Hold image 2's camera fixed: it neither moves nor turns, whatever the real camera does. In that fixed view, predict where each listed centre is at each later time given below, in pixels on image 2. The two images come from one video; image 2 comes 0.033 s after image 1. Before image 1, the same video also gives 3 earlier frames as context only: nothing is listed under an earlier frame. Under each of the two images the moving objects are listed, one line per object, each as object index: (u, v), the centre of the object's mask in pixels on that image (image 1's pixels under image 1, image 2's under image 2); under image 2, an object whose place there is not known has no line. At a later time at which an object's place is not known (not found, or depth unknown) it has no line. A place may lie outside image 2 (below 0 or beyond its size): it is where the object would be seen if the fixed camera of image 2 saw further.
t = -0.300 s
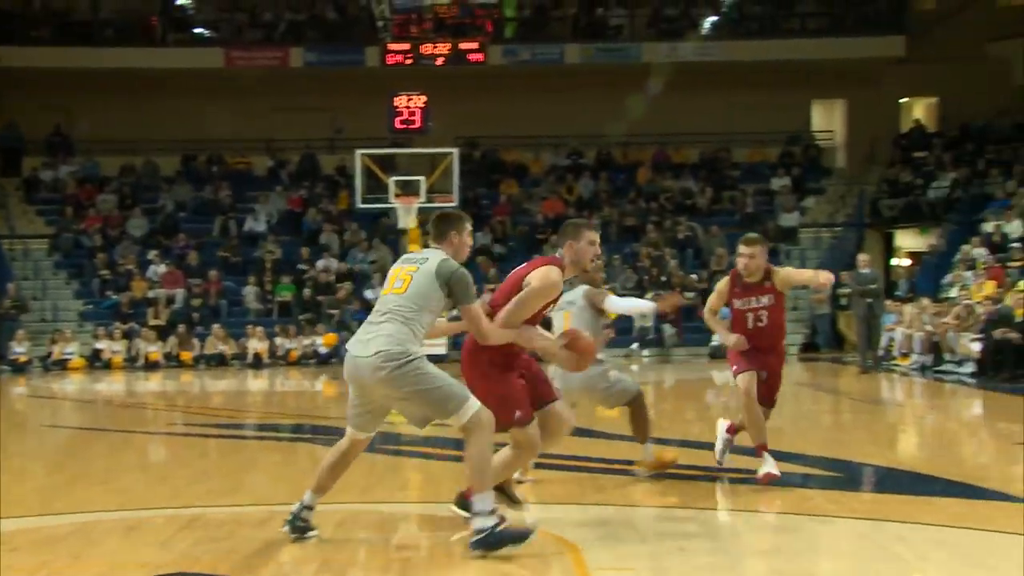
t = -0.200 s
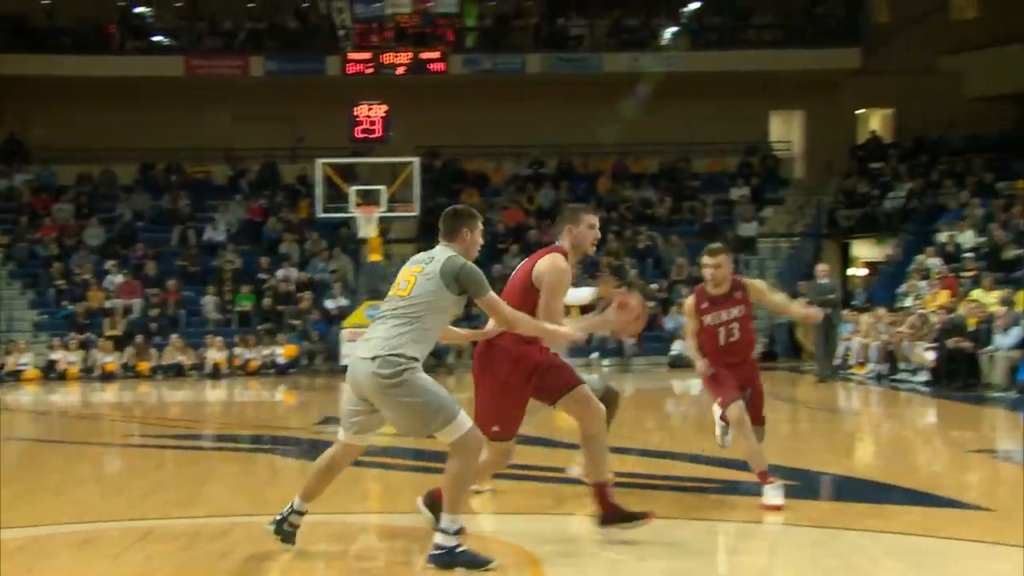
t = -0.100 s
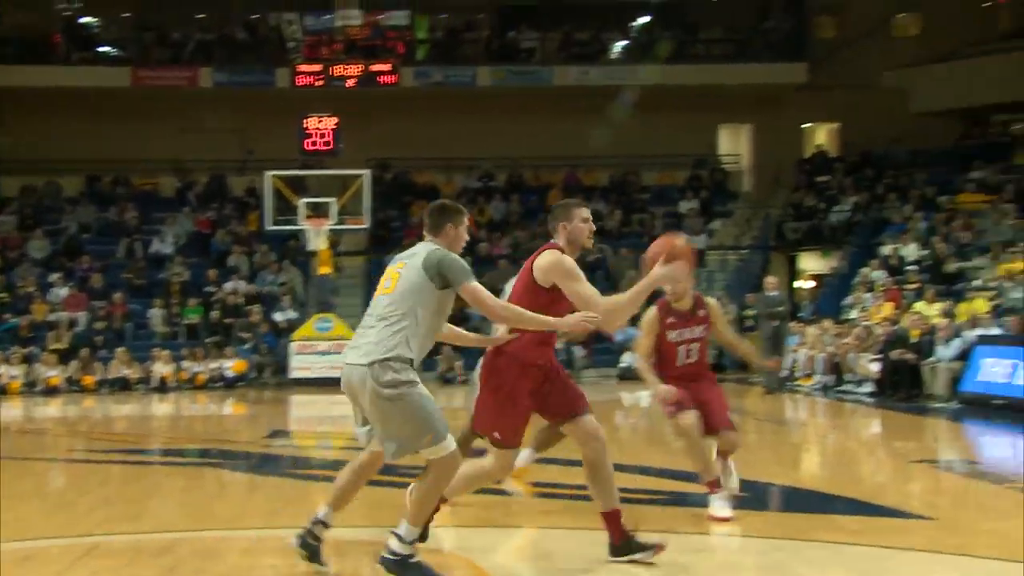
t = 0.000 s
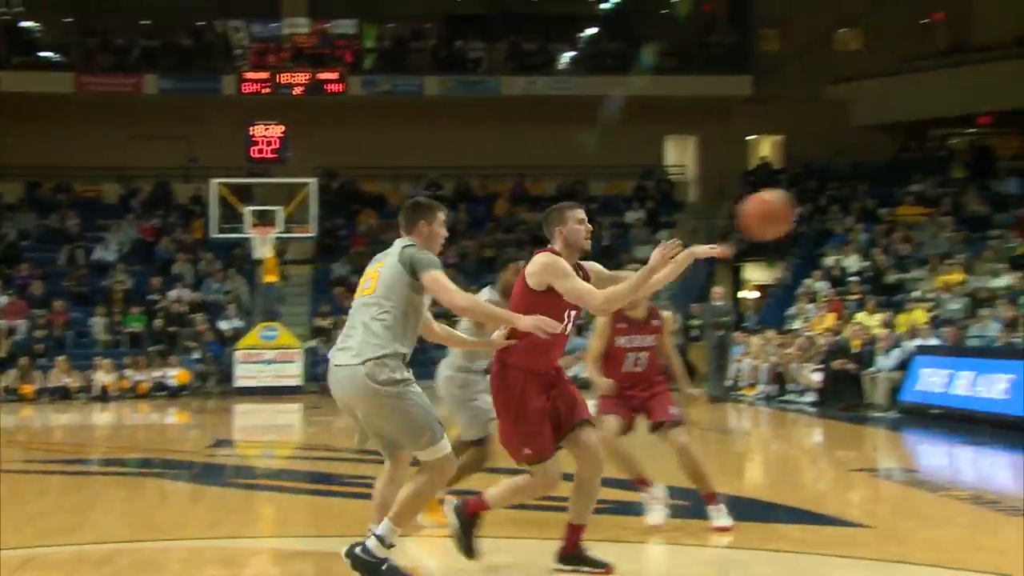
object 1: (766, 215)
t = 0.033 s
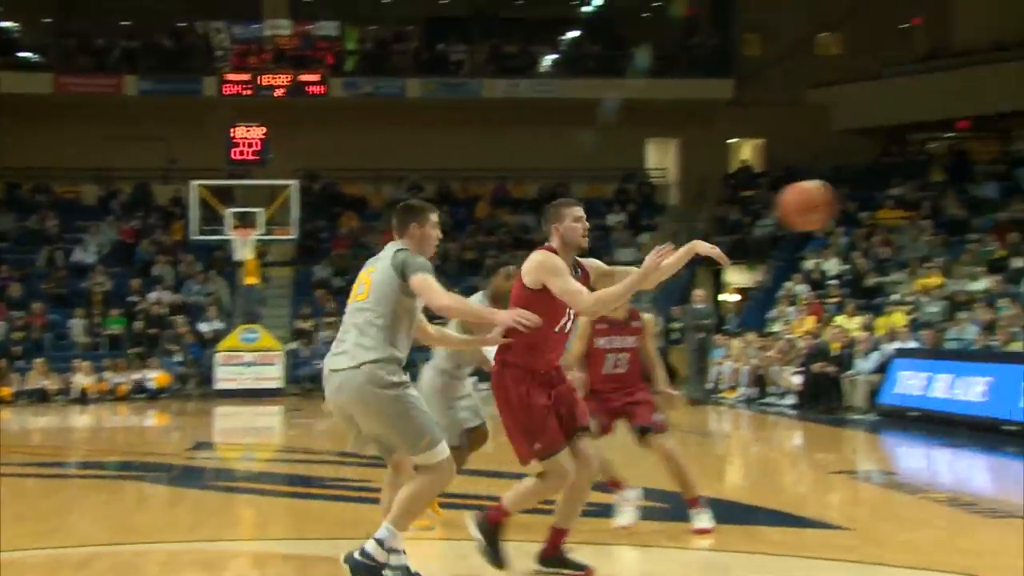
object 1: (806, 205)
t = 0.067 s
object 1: (870, 193)
